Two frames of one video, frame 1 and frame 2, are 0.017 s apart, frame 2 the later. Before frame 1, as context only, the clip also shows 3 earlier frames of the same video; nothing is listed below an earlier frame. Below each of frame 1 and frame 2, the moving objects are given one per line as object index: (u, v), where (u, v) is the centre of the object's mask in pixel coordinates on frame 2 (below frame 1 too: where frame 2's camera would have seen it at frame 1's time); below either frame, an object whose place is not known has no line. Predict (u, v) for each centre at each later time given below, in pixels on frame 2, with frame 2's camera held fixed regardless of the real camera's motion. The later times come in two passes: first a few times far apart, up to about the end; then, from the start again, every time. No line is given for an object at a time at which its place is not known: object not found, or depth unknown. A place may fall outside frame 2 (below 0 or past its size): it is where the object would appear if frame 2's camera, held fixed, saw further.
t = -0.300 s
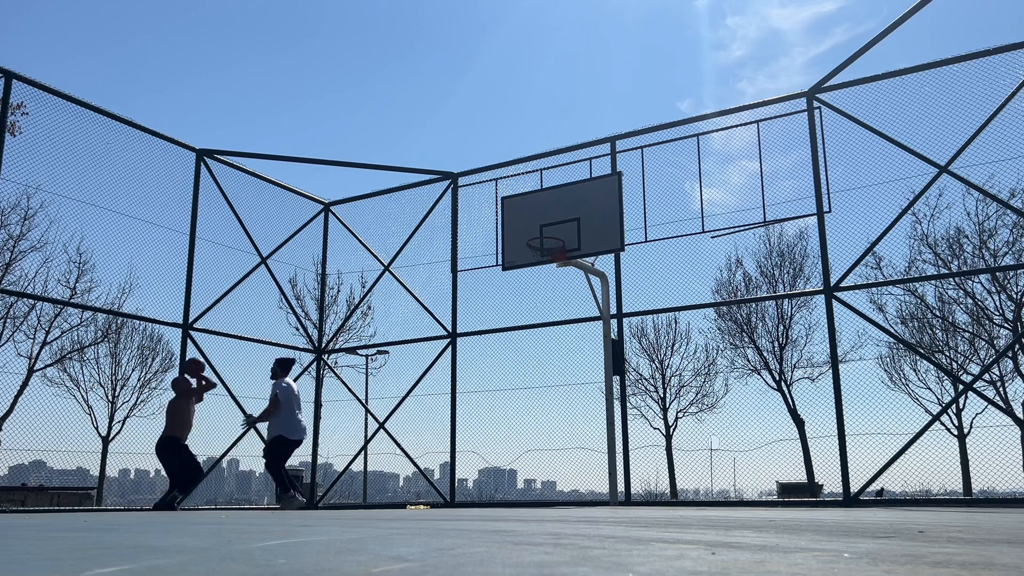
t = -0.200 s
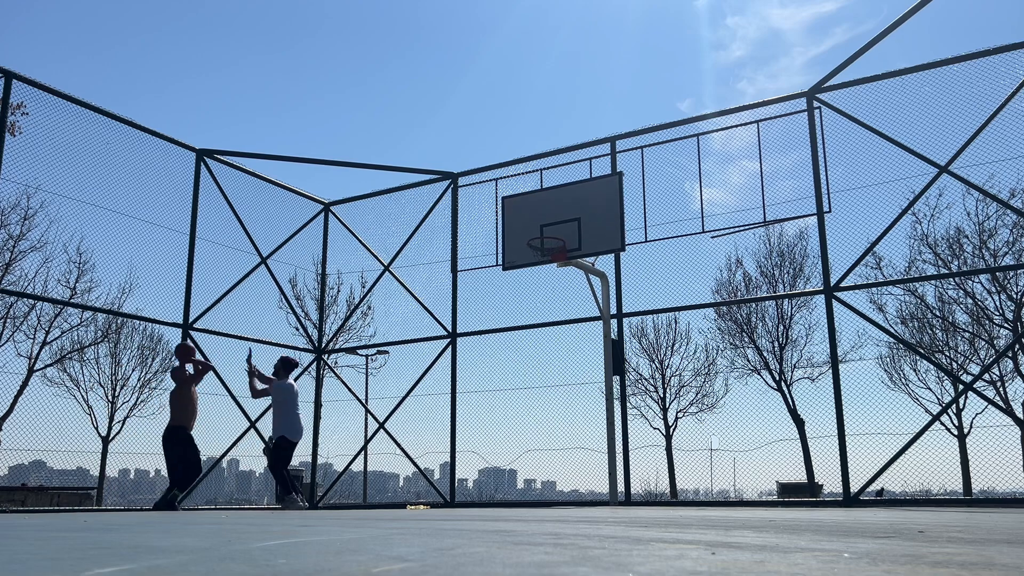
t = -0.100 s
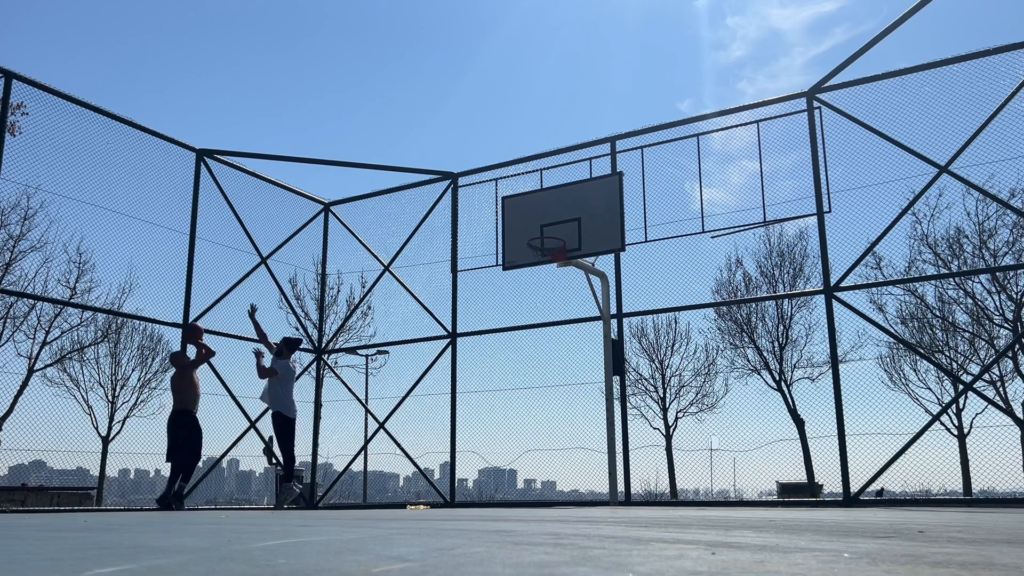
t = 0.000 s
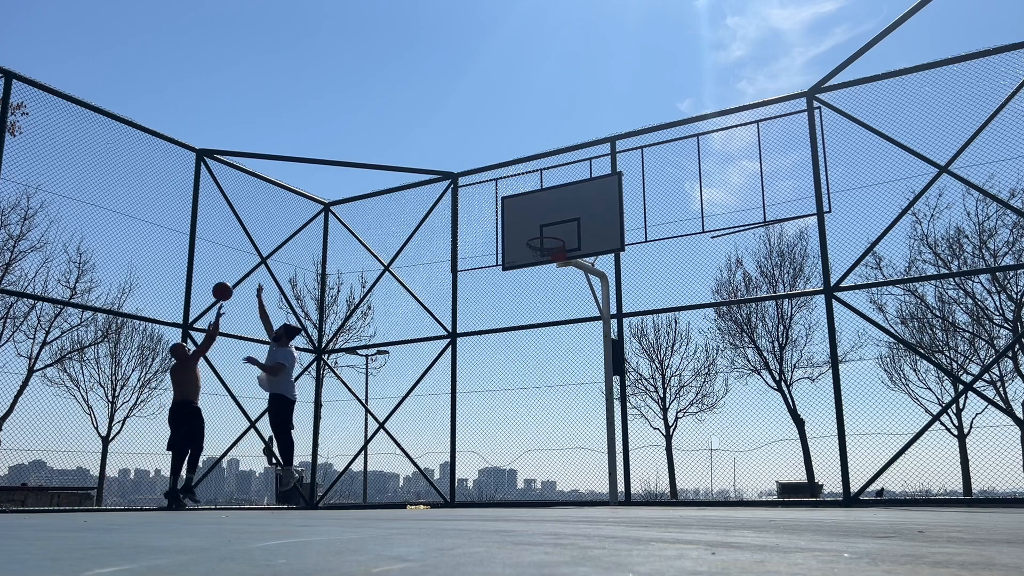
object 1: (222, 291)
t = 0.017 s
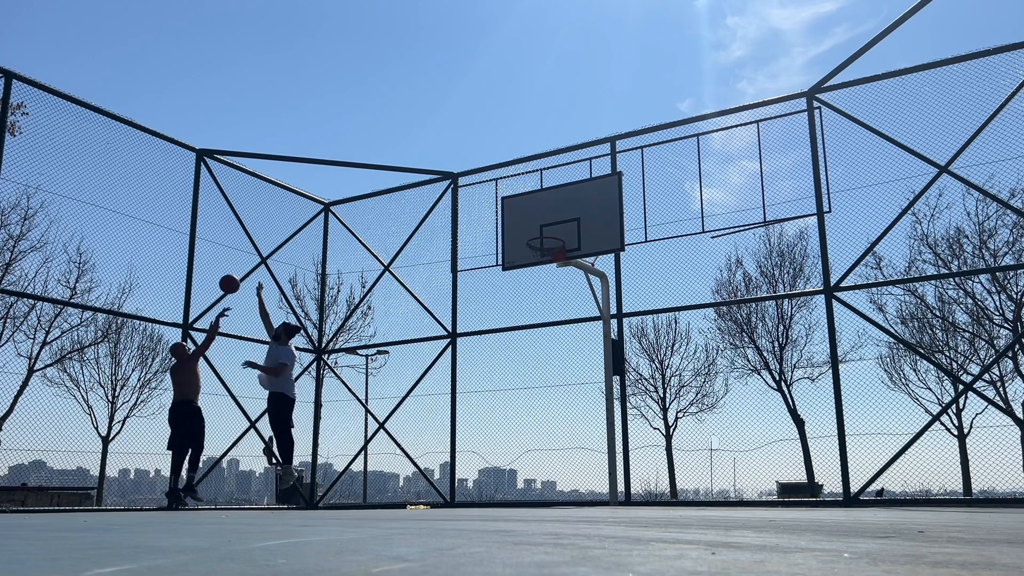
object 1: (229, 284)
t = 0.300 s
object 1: (337, 196)
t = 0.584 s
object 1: (435, 171)
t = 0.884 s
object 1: (530, 206)
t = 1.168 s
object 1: (545, 255)
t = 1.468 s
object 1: (515, 317)
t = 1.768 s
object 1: (484, 452)
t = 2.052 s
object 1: (452, 411)
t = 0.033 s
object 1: (236, 277)
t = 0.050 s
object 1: (243, 270)
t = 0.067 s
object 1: (250, 263)
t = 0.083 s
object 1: (256, 257)
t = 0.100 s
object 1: (263, 251)
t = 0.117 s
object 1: (269, 245)
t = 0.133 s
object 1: (276, 239)
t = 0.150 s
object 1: (282, 234)
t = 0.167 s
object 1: (288, 229)
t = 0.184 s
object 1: (295, 224)
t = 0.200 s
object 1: (301, 219)
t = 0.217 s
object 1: (307, 215)
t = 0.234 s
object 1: (314, 211)
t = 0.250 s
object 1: (319, 207)
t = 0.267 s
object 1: (326, 203)
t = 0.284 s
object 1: (332, 199)
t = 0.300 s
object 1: (337, 196)
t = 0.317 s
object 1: (343, 193)
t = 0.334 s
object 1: (349, 190)
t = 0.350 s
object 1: (355, 187)
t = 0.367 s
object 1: (361, 185)
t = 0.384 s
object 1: (367, 183)
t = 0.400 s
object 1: (373, 181)
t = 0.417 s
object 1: (378, 179)
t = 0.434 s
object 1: (384, 177)
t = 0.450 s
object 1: (390, 176)
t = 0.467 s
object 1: (396, 175)
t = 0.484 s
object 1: (401, 174)
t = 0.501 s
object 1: (407, 173)
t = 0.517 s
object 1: (412, 172)
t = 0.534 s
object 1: (418, 171)
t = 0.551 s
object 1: (423, 171)
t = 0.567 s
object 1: (429, 171)
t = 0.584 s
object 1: (435, 171)
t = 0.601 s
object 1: (441, 172)
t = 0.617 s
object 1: (445, 171)
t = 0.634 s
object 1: (451, 173)
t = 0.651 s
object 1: (456, 173)
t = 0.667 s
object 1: (461, 174)
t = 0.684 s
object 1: (467, 176)
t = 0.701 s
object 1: (472, 177)
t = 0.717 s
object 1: (477, 178)
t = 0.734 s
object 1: (482, 180)
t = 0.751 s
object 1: (488, 183)
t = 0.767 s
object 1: (493, 185)
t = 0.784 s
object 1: (498, 187)
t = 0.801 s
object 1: (504, 189)
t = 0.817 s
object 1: (509, 193)
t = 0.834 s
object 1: (514, 196)
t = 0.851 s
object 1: (520, 199)
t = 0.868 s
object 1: (525, 202)
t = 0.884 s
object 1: (530, 206)
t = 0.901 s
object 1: (536, 209)
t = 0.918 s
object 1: (541, 213)
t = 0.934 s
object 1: (544, 216)
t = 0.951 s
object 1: (546, 219)
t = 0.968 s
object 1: (546, 221)
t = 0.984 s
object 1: (547, 224)
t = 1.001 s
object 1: (548, 226)
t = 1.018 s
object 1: (549, 230)
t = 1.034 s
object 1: (549, 233)
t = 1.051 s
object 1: (551, 237)
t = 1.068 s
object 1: (552, 240)
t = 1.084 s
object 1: (551, 245)
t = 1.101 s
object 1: (550, 248)
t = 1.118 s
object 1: (550, 250)
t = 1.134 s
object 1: (548, 252)
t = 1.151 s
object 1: (547, 254)
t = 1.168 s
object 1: (545, 255)
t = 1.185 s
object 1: (544, 257)
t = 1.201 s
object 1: (542, 259)
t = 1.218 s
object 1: (541, 260)
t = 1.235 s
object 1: (539, 262)
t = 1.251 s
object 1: (538, 265)
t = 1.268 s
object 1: (536, 269)
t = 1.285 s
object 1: (534, 272)
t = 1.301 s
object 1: (532, 274)
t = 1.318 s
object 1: (530, 277)
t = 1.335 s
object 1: (529, 281)
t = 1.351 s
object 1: (527, 285)
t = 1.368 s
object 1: (525, 289)
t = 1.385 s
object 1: (524, 293)
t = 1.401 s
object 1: (522, 297)
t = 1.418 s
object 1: (520, 301)
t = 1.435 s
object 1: (519, 306)
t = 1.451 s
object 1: (517, 311)
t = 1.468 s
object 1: (515, 317)
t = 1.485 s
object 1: (514, 322)
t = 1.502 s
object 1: (512, 328)
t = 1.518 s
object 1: (510, 334)
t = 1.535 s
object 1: (508, 340)
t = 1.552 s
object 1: (507, 346)
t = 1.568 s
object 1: (505, 353)
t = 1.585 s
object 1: (503, 360)
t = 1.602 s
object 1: (502, 367)
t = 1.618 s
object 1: (500, 374)
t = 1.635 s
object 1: (498, 382)
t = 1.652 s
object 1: (497, 390)
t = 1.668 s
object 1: (495, 398)
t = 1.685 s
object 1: (493, 406)
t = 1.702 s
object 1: (492, 415)
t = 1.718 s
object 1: (490, 424)
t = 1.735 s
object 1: (488, 433)
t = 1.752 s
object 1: (486, 442)
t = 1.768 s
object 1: (484, 452)
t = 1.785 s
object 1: (483, 462)
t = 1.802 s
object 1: (481, 473)
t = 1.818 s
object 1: (479, 483)
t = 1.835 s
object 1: (477, 494)
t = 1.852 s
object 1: (475, 495)
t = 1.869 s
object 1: (473, 487)
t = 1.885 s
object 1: (471, 479)
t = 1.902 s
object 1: (469, 471)
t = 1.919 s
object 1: (467, 463)
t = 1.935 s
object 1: (466, 455)
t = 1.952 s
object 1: (464, 448)
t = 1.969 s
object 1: (462, 441)
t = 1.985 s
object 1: (460, 435)
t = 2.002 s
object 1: (458, 428)
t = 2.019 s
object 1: (456, 422)
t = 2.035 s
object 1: (454, 416)
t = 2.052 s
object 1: (452, 411)
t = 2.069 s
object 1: (450, 406)
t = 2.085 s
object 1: (448, 401)
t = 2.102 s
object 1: (446, 396)
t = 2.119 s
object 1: (444, 392)
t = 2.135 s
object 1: (442, 387)
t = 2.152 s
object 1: (440, 383)
